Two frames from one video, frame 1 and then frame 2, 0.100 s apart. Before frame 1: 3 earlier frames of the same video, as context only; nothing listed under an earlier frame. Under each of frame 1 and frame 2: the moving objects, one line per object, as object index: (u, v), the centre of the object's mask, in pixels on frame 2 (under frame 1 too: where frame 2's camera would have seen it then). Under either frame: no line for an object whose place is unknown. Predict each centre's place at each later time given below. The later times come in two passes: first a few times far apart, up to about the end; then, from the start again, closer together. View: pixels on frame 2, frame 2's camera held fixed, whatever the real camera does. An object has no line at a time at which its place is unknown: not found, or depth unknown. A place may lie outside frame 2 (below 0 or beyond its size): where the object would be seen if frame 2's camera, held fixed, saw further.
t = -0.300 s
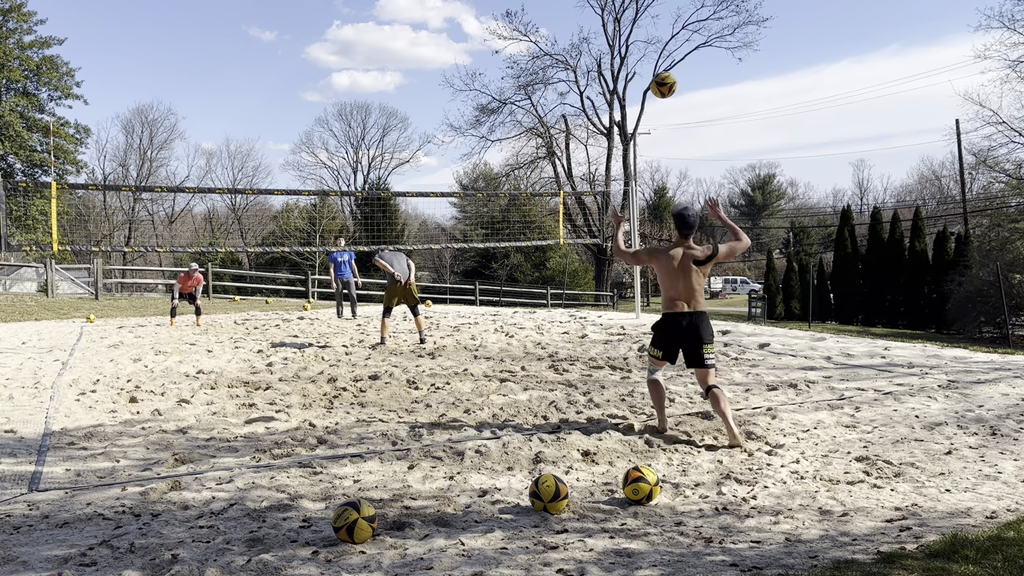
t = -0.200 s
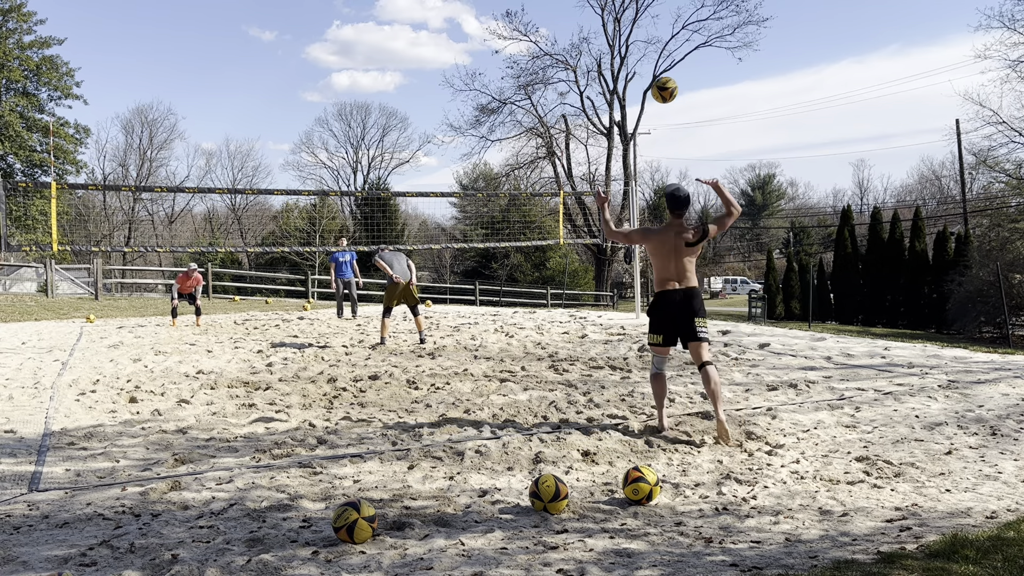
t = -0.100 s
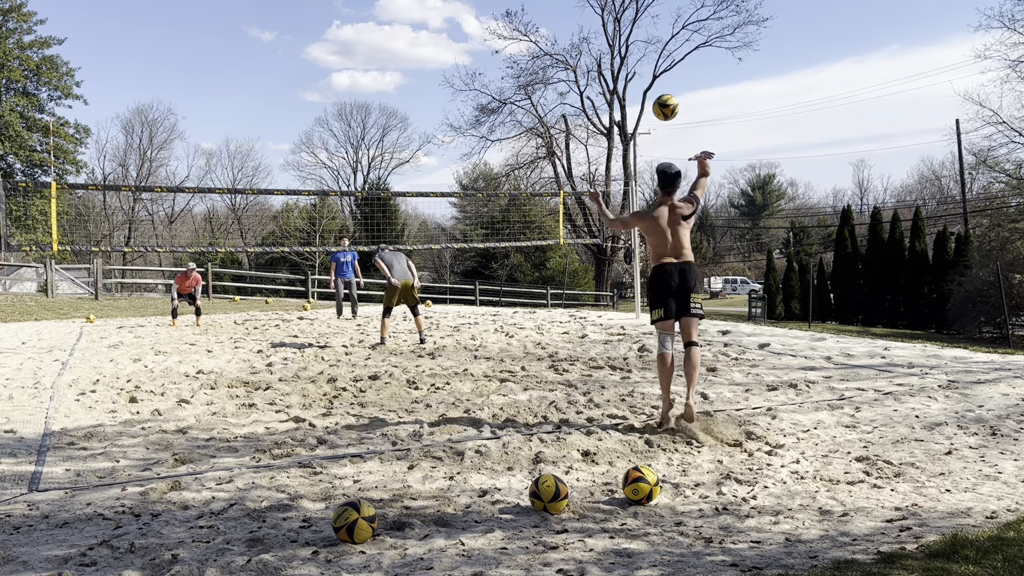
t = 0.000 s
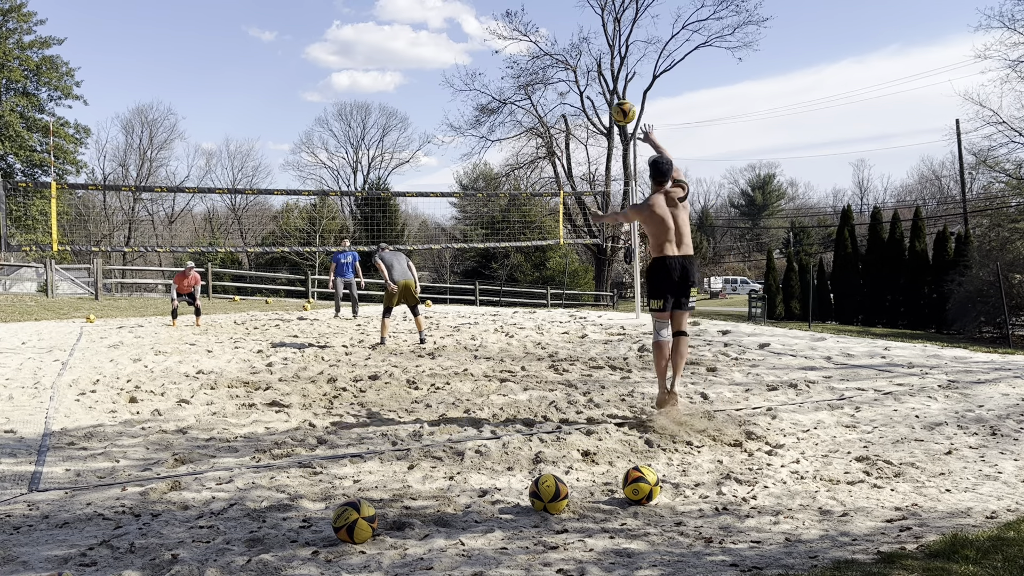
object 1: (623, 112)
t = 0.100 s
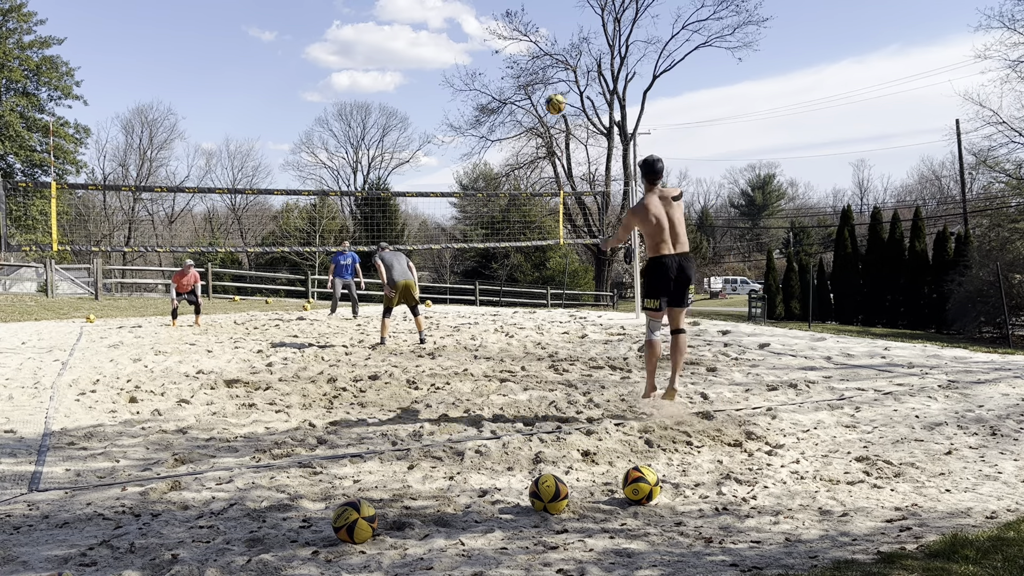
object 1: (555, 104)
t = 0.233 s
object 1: (491, 109)
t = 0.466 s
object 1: (425, 140)
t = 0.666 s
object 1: (389, 182)
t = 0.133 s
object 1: (537, 104)
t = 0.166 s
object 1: (520, 105)
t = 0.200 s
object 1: (505, 106)
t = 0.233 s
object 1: (491, 109)
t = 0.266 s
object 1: (479, 112)
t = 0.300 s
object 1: (469, 116)
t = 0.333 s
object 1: (458, 120)
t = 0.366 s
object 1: (449, 125)
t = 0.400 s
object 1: (441, 130)
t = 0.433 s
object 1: (433, 135)
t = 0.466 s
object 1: (425, 140)
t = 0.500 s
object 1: (418, 147)
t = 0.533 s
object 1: (412, 153)
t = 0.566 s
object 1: (406, 160)
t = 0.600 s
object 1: (400, 167)
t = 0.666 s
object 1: (389, 182)
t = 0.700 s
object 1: (385, 188)
